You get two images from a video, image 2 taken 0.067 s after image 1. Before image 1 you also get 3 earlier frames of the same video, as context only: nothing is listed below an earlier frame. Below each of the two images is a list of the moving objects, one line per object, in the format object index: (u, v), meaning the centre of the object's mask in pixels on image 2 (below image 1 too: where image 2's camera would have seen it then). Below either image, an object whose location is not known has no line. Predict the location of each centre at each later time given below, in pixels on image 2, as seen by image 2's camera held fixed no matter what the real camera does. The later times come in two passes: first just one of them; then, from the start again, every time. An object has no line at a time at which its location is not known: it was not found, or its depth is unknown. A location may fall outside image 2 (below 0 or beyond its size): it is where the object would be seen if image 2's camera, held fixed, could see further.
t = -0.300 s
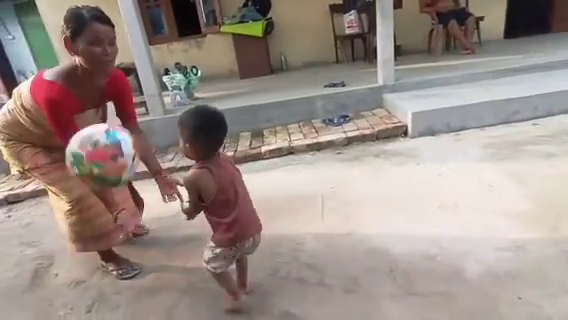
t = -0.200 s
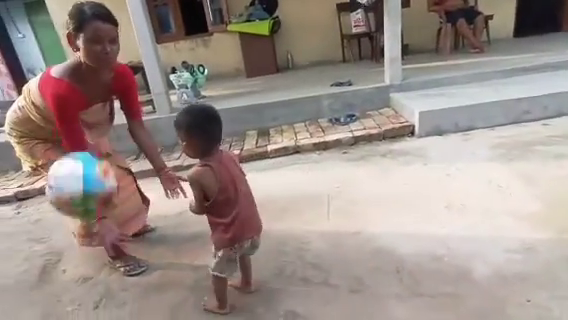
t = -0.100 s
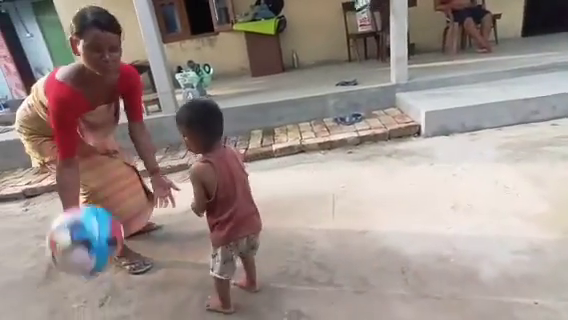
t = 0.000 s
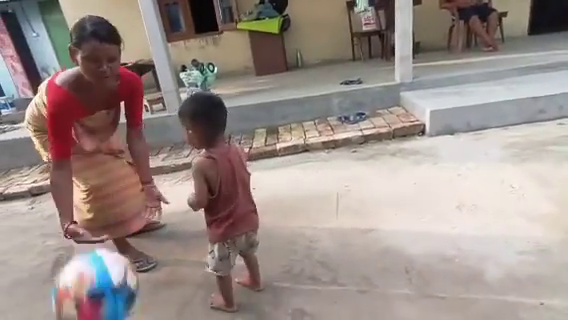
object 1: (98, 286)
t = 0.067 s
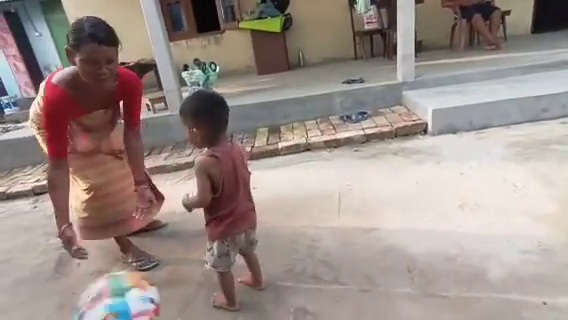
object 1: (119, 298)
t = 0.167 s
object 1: (167, 288)
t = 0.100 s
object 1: (136, 294)
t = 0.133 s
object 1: (152, 290)
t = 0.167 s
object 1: (167, 288)
